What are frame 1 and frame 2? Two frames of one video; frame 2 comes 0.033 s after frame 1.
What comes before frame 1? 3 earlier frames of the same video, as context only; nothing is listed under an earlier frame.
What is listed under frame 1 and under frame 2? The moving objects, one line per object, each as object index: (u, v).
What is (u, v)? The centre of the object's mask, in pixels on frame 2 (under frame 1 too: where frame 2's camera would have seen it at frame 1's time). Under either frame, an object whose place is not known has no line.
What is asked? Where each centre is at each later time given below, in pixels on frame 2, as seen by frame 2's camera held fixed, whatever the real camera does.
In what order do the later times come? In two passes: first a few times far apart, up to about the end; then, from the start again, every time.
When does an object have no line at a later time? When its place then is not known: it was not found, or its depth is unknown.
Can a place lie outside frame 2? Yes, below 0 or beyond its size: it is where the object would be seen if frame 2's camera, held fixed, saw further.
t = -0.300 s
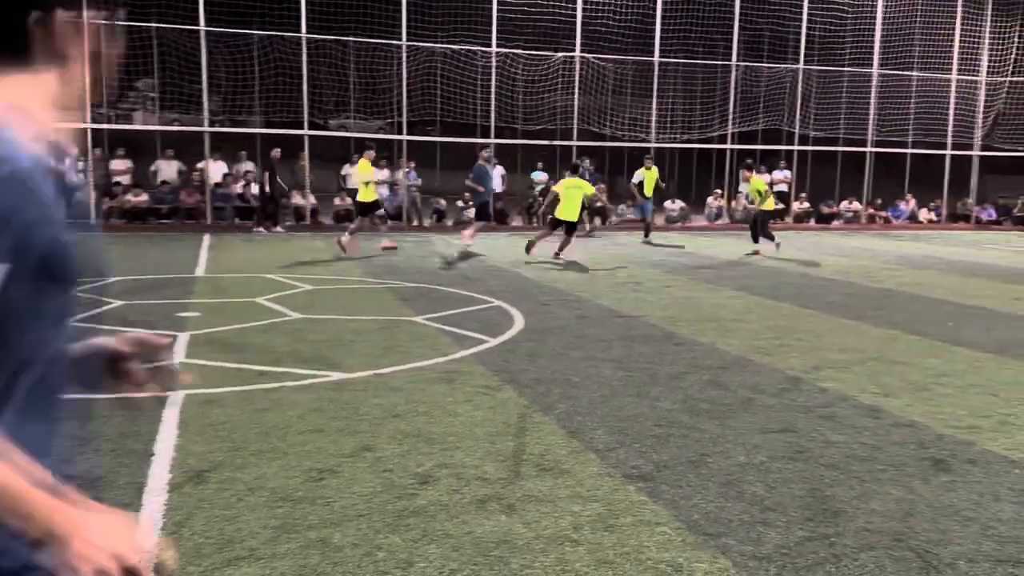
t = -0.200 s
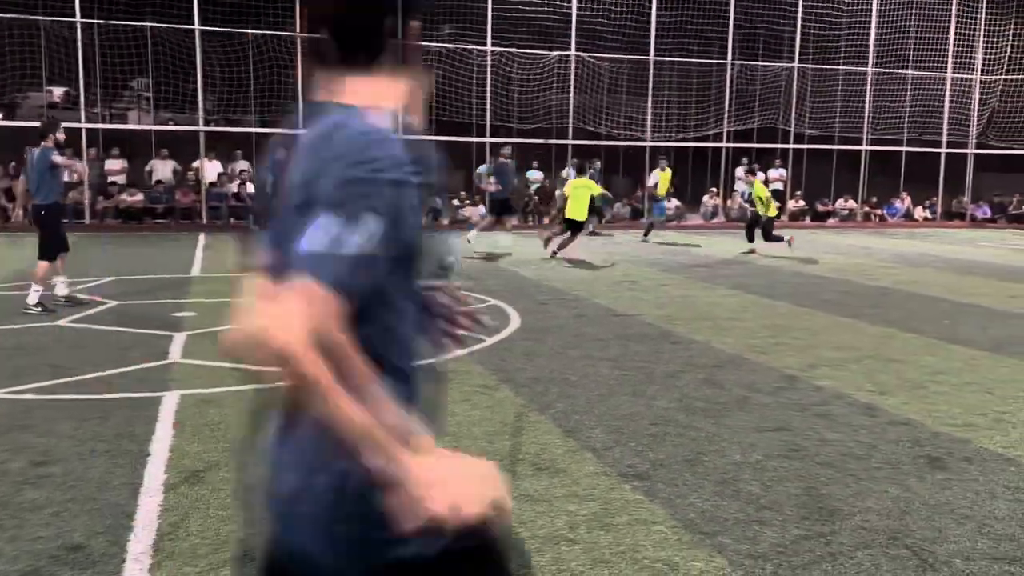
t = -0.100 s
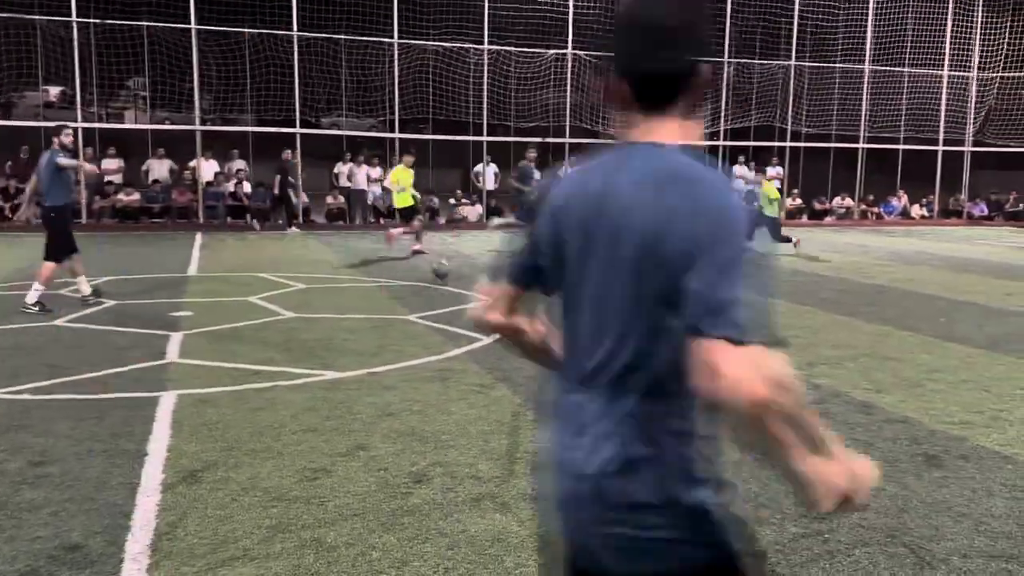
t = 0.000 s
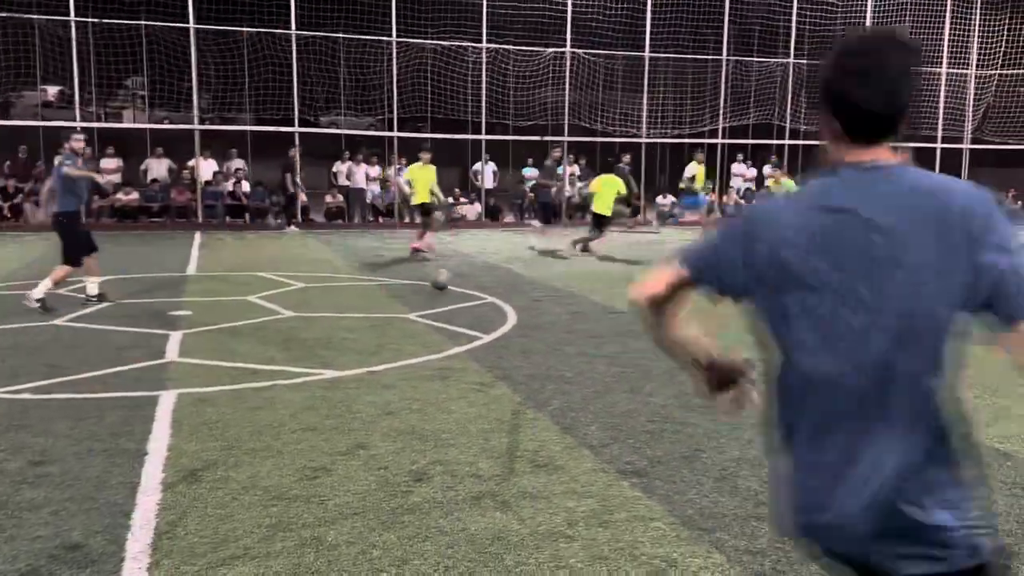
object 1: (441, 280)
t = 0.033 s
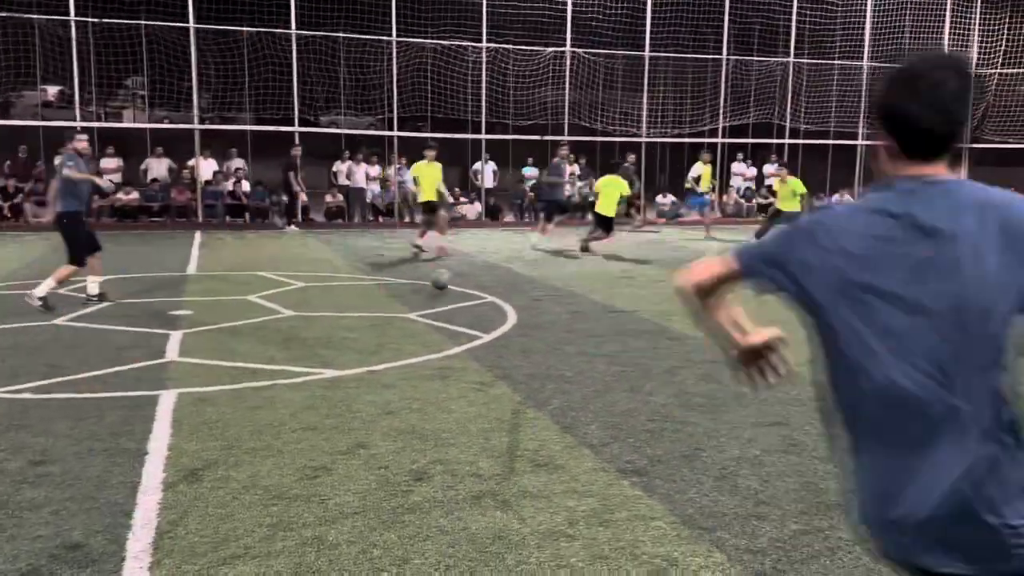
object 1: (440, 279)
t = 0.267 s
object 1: (447, 303)
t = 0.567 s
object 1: (463, 350)
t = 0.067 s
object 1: (442, 281)
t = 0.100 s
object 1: (442, 284)
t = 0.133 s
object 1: (443, 288)
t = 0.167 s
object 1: (443, 294)
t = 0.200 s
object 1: (445, 301)
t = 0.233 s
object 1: (446, 302)
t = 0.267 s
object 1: (447, 303)
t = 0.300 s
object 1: (448, 304)
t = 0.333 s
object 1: (450, 310)
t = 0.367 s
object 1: (452, 314)
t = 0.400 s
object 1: (454, 322)
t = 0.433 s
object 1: (455, 330)
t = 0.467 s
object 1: (458, 332)
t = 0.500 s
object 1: (460, 335)
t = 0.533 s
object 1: (459, 341)
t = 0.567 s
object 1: (463, 350)
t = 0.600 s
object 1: (465, 355)
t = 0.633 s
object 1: (468, 358)
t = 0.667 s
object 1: (470, 364)
